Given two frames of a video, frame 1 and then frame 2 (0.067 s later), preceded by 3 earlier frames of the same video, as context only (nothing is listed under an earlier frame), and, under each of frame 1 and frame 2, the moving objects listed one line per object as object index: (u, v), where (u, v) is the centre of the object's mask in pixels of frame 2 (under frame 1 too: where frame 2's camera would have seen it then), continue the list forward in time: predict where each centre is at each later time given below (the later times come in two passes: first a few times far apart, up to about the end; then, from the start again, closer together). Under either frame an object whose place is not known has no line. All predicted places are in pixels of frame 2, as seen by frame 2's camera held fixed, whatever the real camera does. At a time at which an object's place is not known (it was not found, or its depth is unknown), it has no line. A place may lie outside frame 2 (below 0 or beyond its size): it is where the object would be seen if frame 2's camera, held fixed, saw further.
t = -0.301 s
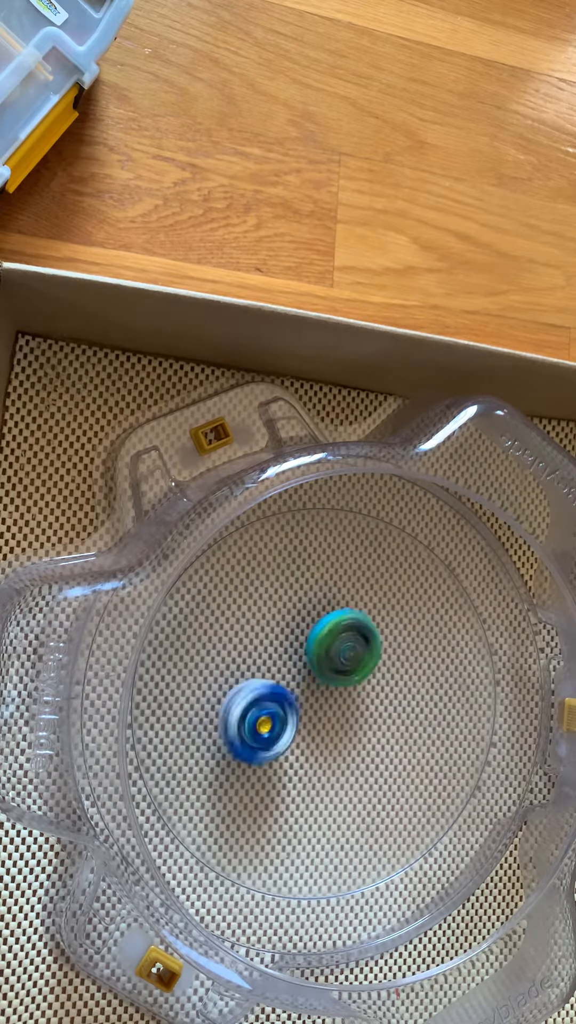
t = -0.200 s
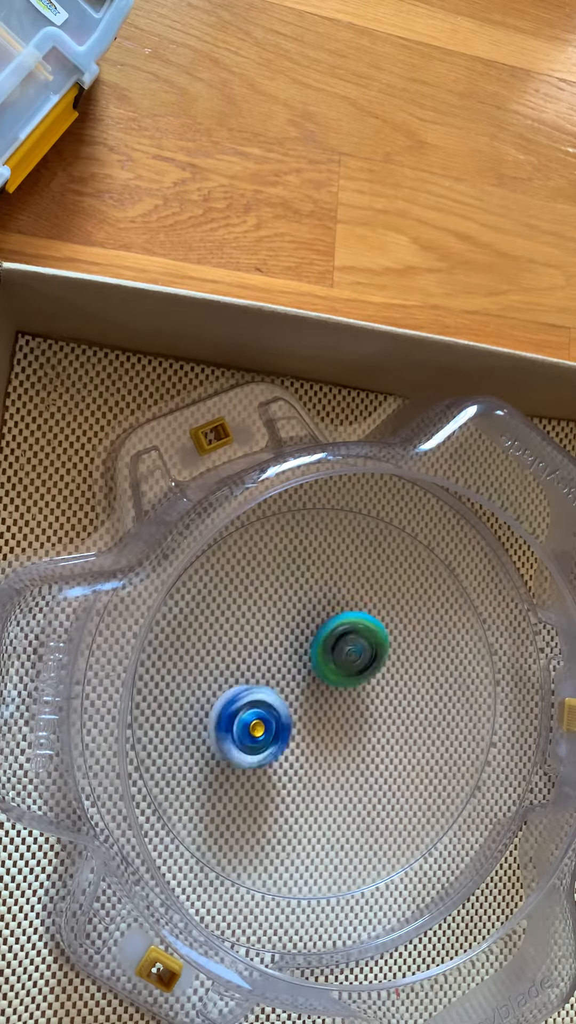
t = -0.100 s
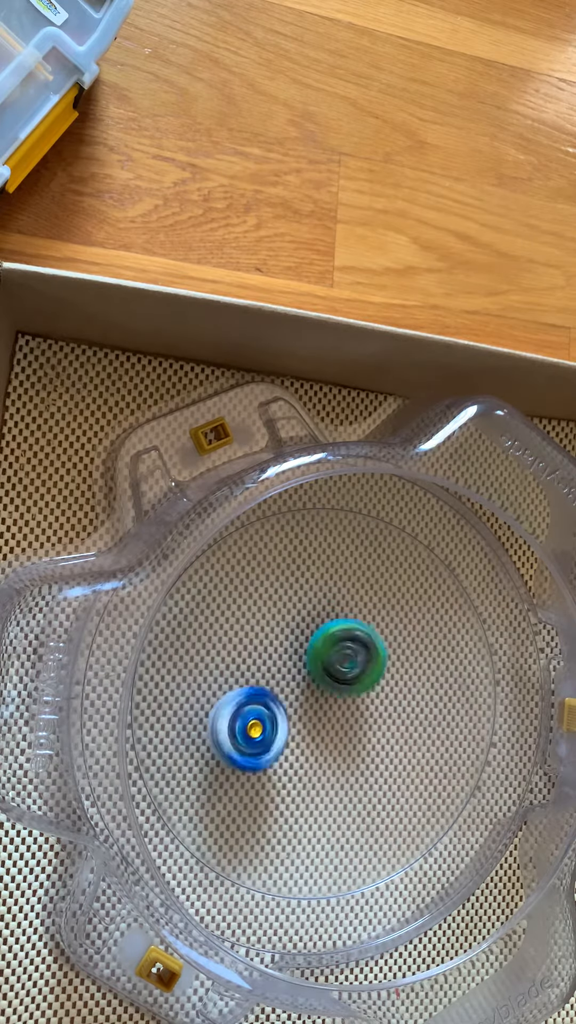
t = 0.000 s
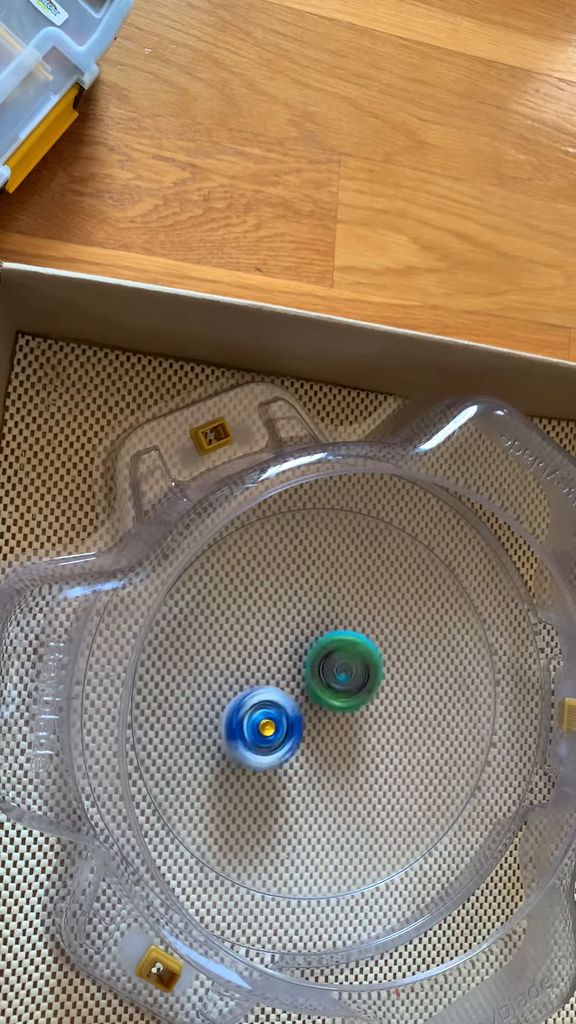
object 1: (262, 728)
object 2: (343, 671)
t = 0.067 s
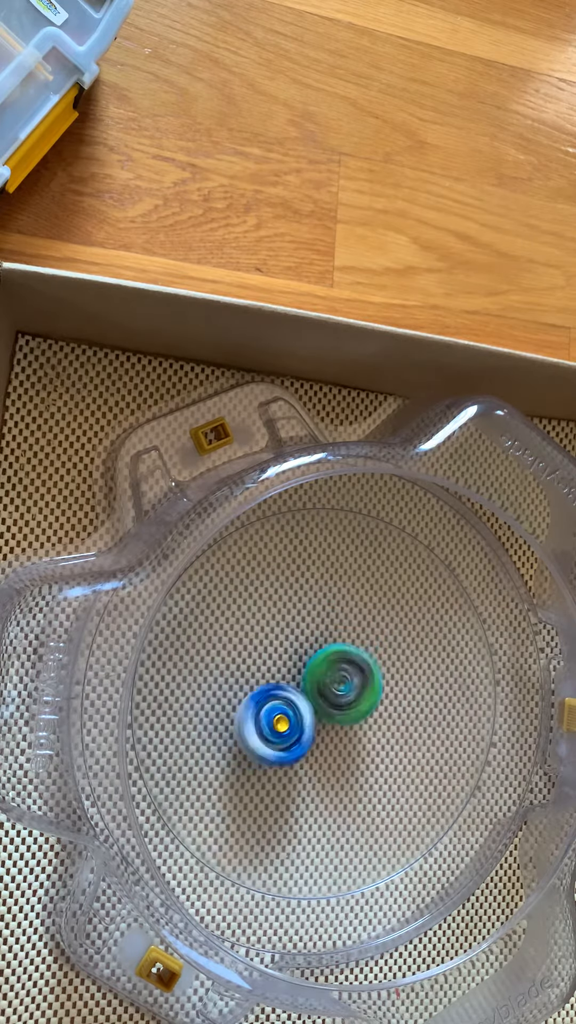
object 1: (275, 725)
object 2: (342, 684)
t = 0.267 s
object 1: (258, 738)
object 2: (380, 691)
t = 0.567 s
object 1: (291, 711)
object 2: (363, 681)
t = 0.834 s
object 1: (277, 685)
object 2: (369, 679)
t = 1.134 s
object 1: (273, 685)
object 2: (359, 704)
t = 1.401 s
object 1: (273, 688)
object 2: (350, 700)
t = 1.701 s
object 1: (278, 704)
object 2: (362, 700)
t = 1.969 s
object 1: (280, 718)
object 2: (361, 708)
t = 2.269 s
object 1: (275, 717)
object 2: (371, 711)
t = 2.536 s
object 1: (280, 700)
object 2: (355, 696)
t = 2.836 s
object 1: (282, 705)
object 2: (358, 682)
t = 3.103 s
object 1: (281, 711)
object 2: (361, 687)
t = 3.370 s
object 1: (253, 742)
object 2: (361, 693)
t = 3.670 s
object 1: (287, 722)
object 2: (355, 688)
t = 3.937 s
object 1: (278, 714)
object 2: (351, 686)
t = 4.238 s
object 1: (286, 714)
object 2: (358, 688)
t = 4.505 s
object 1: (285, 720)
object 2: (358, 688)
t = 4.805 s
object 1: (285, 719)
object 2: (358, 688)
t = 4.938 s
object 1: (285, 719)
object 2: (358, 688)
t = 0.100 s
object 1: (273, 728)
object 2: (348, 687)
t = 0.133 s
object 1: (264, 733)
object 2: (359, 688)
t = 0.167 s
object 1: (260, 737)
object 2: (369, 689)
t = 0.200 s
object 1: (258, 739)
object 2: (374, 690)
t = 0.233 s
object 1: (258, 739)
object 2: (378, 690)
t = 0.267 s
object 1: (258, 738)
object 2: (380, 691)
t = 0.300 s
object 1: (260, 735)
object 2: (379, 693)
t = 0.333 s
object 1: (264, 732)
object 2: (376, 691)
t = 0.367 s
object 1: (269, 730)
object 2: (375, 689)
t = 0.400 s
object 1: (274, 725)
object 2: (374, 688)
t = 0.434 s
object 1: (280, 722)
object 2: (372, 687)
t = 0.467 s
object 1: (285, 717)
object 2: (367, 685)
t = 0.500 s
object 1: (290, 713)
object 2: (364, 684)
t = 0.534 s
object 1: (290, 712)
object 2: (363, 684)
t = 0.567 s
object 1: (291, 711)
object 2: (363, 681)
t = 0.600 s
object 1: (290, 709)
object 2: (364, 681)
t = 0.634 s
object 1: (291, 706)
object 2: (364, 678)
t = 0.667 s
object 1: (291, 701)
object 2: (365, 676)
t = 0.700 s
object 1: (289, 697)
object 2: (365, 676)
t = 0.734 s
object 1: (288, 691)
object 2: (364, 677)
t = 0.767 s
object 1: (284, 688)
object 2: (368, 676)
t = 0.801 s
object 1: (281, 687)
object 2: (369, 676)
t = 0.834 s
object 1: (277, 685)
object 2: (369, 679)
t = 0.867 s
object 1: (274, 683)
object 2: (369, 680)
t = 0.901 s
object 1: (273, 683)
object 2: (368, 682)
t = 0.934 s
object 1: (272, 682)
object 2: (365, 683)
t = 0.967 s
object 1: (272, 684)
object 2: (364, 685)
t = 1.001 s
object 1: (275, 684)
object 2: (361, 687)
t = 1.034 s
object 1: (277, 685)
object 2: (358, 691)
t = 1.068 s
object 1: (280, 685)
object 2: (355, 693)
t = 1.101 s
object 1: (277, 685)
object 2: (357, 700)
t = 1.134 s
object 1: (273, 685)
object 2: (359, 704)
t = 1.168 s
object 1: (269, 684)
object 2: (361, 707)
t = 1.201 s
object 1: (267, 682)
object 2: (361, 707)
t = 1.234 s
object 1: (265, 684)
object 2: (359, 708)
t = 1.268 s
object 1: (265, 686)
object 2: (356, 706)
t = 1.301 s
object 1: (269, 685)
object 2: (353, 705)
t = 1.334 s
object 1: (271, 687)
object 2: (350, 704)
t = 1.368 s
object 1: (273, 689)
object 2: (348, 700)
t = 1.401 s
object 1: (273, 688)
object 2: (350, 700)
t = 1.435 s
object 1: (272, 691)
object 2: (353, 697)
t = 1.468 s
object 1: (272, 692)
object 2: (354, 697)
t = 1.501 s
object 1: (274, 692)
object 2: (356, 693)
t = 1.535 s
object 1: (275, 693)
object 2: (357, 692)
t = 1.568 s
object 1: (278, 695)
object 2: (357, 693)
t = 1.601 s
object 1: (280, 698)
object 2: (359, 695)
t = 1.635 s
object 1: (278, 701)
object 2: (362, 696)
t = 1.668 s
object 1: (278, 702)
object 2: (362, 698)
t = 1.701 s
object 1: (278, 704)
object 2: (362, 700)
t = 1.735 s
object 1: (279, 706)
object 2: (363, 701)
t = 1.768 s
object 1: (281, 709)
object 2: (362, 702)
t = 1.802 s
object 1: (284, 712)
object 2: (361, 704)
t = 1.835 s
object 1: (285, 712)
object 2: (361, 704)
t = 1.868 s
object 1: (283, 715)
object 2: (361, 702)
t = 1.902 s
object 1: (281, 717)
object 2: (361, 703)
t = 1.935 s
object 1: (282, 717)
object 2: (359, 706)
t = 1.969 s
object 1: (280, 718)
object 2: (361, 708)
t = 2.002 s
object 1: (281, 718)
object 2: (361, 711)
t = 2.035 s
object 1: (282, 720)
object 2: (361, 713)
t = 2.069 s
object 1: (284, 720)
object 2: (361, 713)
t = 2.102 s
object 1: (280, 721)
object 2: (365, 714)
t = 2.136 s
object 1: (276, 721)
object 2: (367, 714)
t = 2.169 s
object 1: (276, 721)
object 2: (370, 713)
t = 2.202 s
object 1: (275, 718)
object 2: (370, 713)
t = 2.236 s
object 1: (275, 718)
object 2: (370, 712)
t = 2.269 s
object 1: (275, 717)
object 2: (371, 711)
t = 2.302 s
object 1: (277, 717)
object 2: (371, 711)
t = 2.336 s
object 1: (279, 713)
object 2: (370, 706)
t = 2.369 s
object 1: (280, 709)
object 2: (370, 705)
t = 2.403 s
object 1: (280, 704)
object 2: (367, 706)
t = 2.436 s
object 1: (279, 702)
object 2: (364, 704)
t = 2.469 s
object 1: (279, 702)
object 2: (360, 702)
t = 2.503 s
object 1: (280, 701)
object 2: (357, 699)
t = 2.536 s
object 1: (280, 700)
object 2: (355, 696)
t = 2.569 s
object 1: (278, 699)
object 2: (355, 693)
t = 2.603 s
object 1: (277, 699)
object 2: (355, 690)
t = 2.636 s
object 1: (274, 699)
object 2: (357, 686)
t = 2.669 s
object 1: (273, 700)
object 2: (359, 684)
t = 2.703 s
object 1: (272, 700)
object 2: (359, 682)
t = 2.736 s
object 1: (273, 702)
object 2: (360, 683)
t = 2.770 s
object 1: (276, 701)
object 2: (360, 682)
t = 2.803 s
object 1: (278, 704)
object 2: (358, 683)
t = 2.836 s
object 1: (282, 705)
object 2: (358, 682)
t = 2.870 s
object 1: (282, 706)
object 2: (360, 683)
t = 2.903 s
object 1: (283, 708)
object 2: (363, 685)
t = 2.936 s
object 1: (284, 709)
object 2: (363, 686)
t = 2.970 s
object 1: (287, 710)
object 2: (360, 685)
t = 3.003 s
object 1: (285, 708)
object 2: (359, 683)
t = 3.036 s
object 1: (283, 709)
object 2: (363, 683)
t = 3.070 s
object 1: (281, 710)
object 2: (363, 685)
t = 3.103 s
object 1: (281, 711)
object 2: (361, 687)
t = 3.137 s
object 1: (282, 711)
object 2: (356, 689)
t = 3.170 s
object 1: (280, 716)
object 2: (351, 689)
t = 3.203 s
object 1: (273, 722)
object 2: (350, 685)
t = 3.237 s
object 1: (265, 728)
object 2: (356, 682)
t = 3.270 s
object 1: (258, 733)
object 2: (362, 682)
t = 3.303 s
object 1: (254, 736)
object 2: (365, 686)
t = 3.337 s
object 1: (251, 739)
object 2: (365, 691)
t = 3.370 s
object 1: (253, 742)
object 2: (361, 693)
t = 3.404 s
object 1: (256, 744)
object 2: (356, 693)
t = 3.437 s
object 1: (259, 744)
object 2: (351, 691)
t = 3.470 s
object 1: (266, 744)
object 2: (348, 688)
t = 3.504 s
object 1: (274, 741)
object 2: (348, 686)
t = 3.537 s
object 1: (279, 736)
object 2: (347, 686)
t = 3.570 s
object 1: (284, 732)
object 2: (349, 686)
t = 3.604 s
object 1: (287, 728)
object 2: (351, 687)
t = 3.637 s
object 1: (286, 726)
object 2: (354, 688)
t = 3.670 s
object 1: (287, 722)
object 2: (355, 688)
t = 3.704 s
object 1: (285, 716)
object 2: (357, 687)
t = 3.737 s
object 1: (283, 713)
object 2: (358, 687)
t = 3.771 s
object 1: (281, 711)
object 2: (358, 688)
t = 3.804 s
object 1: (281, 710)
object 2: (356, 690)
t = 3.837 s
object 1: (281, 709)
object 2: (355, 689)
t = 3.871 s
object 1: (281, 708)
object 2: (353, 689)
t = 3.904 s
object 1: (277, 712)
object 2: (352, 687)
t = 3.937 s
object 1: (278, 714)
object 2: (351, 686)
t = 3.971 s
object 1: (279, 714)
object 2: (350, 685)
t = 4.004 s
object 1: (280, 716)
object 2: (351, 684)
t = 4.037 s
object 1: (280, 717)
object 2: (352, 683)
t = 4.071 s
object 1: (282, 717)
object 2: (353, 683)
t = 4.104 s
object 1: (284, 717)
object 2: (353, 684)
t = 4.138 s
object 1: (285, 717)
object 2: (356, 684)
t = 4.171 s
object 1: (286, 717)
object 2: (357, 685)
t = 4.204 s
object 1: (287, 715)
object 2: (357, 687)
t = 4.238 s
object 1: (286, 714)
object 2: (358, 688)
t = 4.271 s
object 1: (285, 715)
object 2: (358, 689)
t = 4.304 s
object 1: (284, 715)
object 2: (358, 689)
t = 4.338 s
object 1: (285, 717)
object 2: (358, 688)
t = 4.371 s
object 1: (285, 718)
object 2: (358, 688)
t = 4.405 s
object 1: (285, 719)
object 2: (358, 688)
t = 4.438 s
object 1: (285, 720)
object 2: (358, 689)
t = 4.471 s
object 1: (285, 720)
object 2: (358, 689)
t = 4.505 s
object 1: (285, 720)
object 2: (358, 688)
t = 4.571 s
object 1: (285, 719)
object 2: (358, 688)
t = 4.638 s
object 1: (285, 719)
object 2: (358, 688)
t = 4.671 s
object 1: (285, 719)
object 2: (358, 688)
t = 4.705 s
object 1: (285, 719)
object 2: (358, 688)
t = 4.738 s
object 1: (285, 719)
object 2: (358, 688)
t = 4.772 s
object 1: (285, 719)
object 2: (358, 688)
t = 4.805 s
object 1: (285, 719)
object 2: (358, 688)
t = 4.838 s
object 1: (285, 719)
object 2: (358, 688)
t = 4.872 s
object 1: (285, 719)
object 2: (358, 688)
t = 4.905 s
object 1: (285, 719)
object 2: (358, 688)
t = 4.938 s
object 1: (285, 719)
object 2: (358, 688)
